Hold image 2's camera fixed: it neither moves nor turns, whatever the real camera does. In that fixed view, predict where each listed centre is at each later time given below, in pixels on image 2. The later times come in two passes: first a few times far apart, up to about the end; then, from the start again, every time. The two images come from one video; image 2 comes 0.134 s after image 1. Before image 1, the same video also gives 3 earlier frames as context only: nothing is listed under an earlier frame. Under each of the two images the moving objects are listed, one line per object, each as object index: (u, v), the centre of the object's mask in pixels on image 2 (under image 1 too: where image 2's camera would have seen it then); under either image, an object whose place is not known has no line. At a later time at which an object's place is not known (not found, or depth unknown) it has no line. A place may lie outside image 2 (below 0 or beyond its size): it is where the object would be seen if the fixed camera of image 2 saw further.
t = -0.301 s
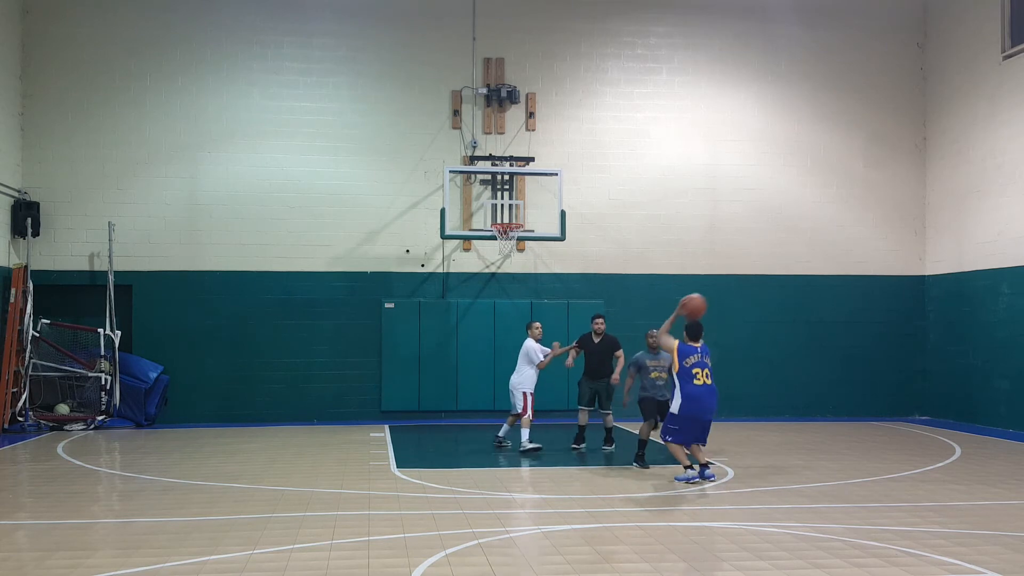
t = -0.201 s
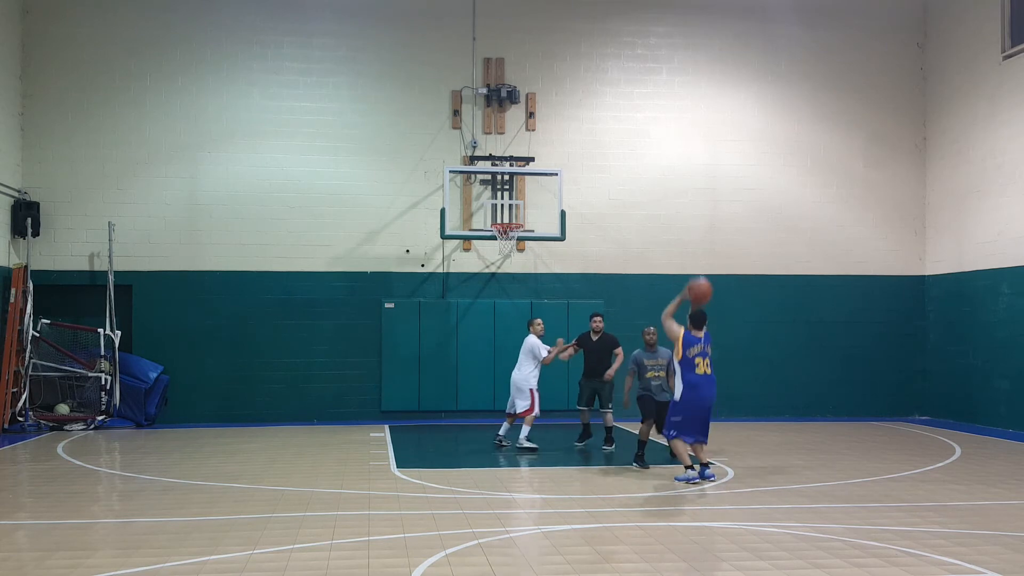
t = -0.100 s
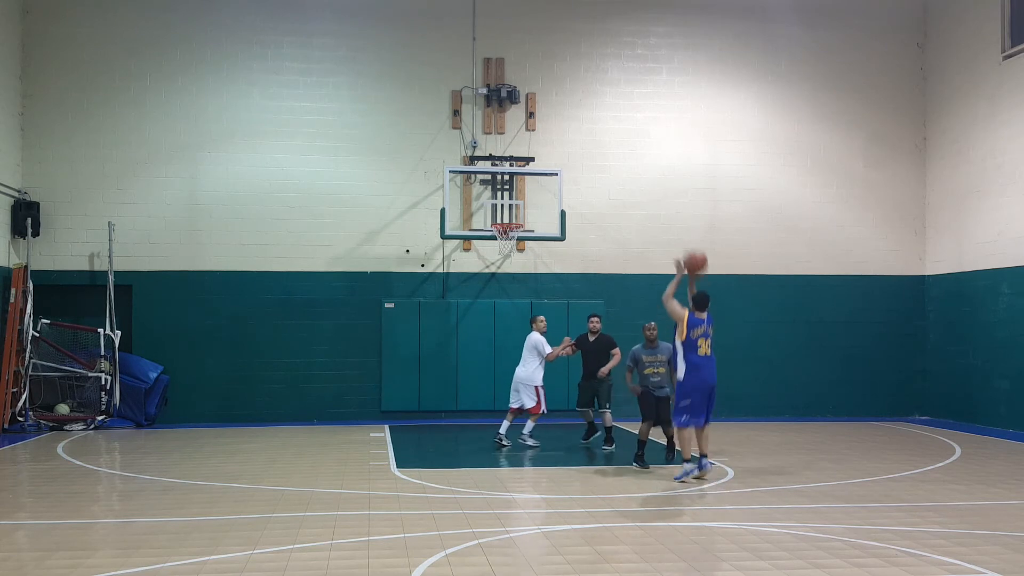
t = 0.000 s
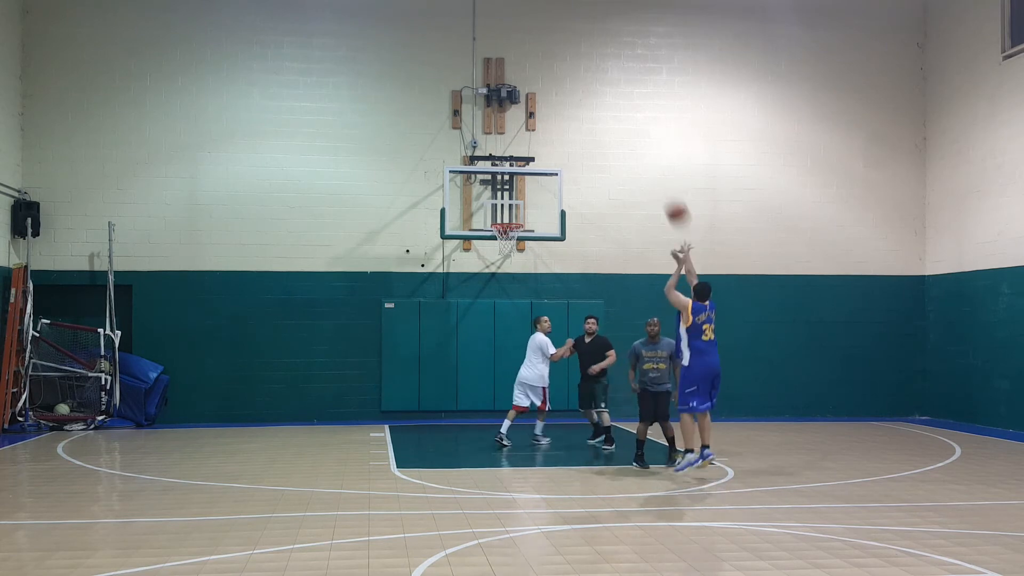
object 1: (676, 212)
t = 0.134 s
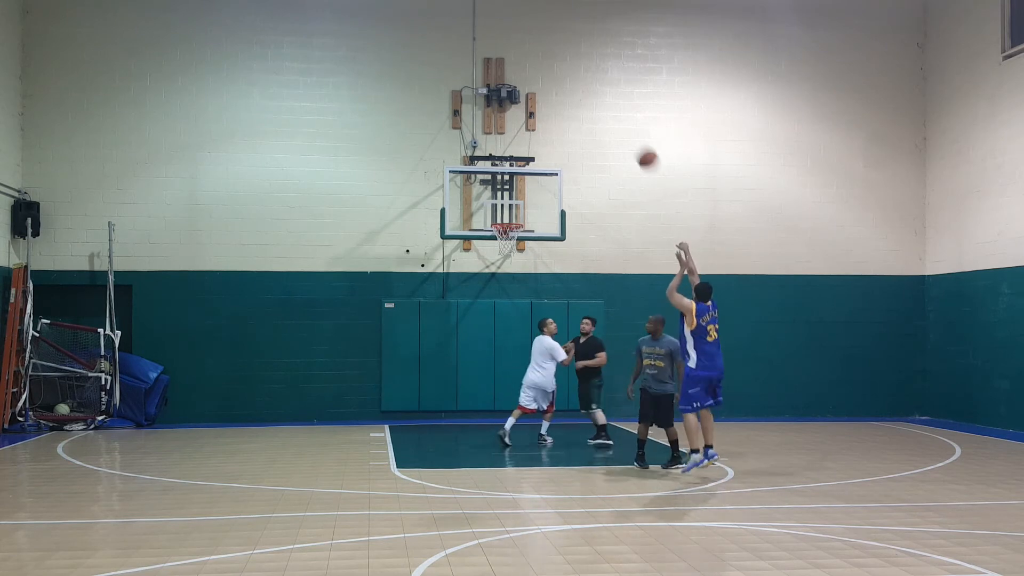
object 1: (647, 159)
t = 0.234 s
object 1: (626, 131)
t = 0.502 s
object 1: (580, 108)
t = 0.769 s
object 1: (542, 138)
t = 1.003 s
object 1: (513, 201)
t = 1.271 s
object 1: (501, 248)
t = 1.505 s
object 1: (502, 286)
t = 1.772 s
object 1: (502, 369)
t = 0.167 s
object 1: (640, 148)
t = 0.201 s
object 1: (633, 139)
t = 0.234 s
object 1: (626, 131)
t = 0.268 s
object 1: (620, 125)
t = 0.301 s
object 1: (614, 119)
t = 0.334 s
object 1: (608, 115)
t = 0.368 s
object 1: (602, 112)
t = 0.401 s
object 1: (596, 110)
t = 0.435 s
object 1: (591, 108)
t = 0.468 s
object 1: (585, 107)
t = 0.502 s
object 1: (580, 108)
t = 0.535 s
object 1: (575, 109)
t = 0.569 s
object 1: (569, 111)
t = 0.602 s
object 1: (565, 114)
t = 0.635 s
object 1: (560, 117)
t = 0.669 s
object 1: (556, 121)
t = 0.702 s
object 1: (550, 126)
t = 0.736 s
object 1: (546, 132)
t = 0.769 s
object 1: (542, 138)
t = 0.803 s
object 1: (538, 145)
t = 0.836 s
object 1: (533, 153)
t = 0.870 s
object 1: (529, 162)
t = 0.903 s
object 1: (525, 170)
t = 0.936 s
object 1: (521, 180)
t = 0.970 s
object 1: (517, 191)
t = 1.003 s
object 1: (513, 201)
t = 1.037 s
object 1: (509, 211)
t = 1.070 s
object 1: (504, 223)
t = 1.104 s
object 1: (505, 233)
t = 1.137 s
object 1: (501, 241)
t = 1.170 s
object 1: (501, 242)
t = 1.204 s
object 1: (501, 242)
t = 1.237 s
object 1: (501, 245)
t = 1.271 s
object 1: (501, 248)
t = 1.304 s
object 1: (501, 251)
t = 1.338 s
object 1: (501, 255)
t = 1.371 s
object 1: (501, 260)
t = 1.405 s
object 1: (501, 265)
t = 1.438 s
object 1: (501, 272)
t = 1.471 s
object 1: (501, 279)
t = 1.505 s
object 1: (502, 286)
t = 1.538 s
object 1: (502, 293)
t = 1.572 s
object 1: (502, 302)
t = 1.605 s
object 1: (502, 312)
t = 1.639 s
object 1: (502, 322)
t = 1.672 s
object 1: (502, 333)
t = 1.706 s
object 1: (501, 344)
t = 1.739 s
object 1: (502, 356)
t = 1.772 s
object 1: (502, 369)
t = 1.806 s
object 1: (501, 382)
